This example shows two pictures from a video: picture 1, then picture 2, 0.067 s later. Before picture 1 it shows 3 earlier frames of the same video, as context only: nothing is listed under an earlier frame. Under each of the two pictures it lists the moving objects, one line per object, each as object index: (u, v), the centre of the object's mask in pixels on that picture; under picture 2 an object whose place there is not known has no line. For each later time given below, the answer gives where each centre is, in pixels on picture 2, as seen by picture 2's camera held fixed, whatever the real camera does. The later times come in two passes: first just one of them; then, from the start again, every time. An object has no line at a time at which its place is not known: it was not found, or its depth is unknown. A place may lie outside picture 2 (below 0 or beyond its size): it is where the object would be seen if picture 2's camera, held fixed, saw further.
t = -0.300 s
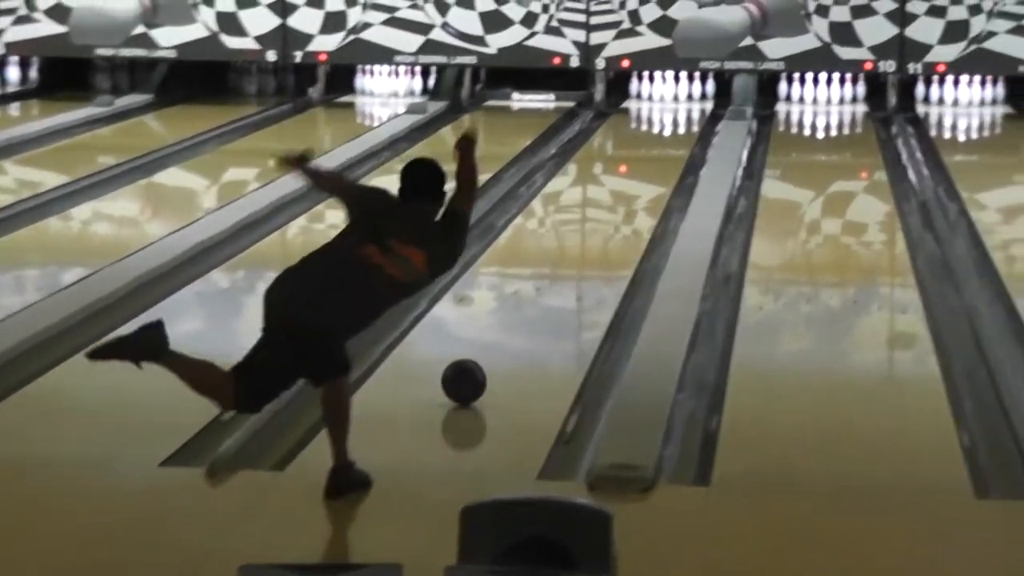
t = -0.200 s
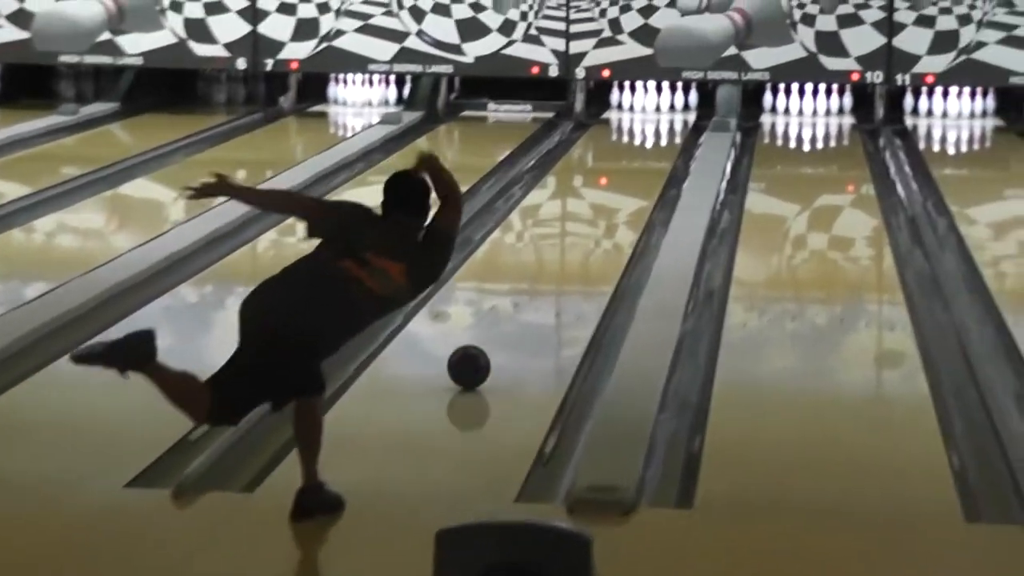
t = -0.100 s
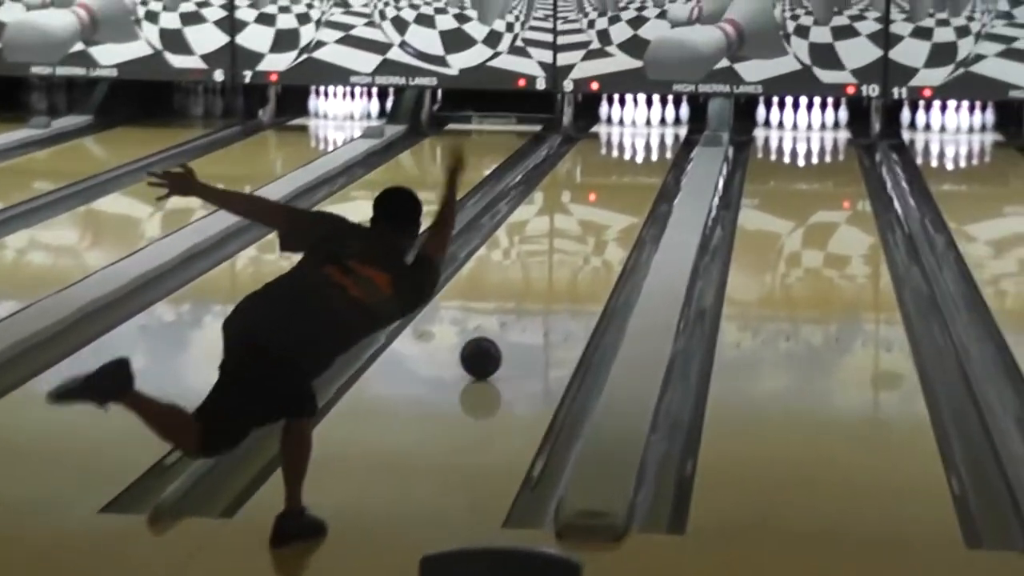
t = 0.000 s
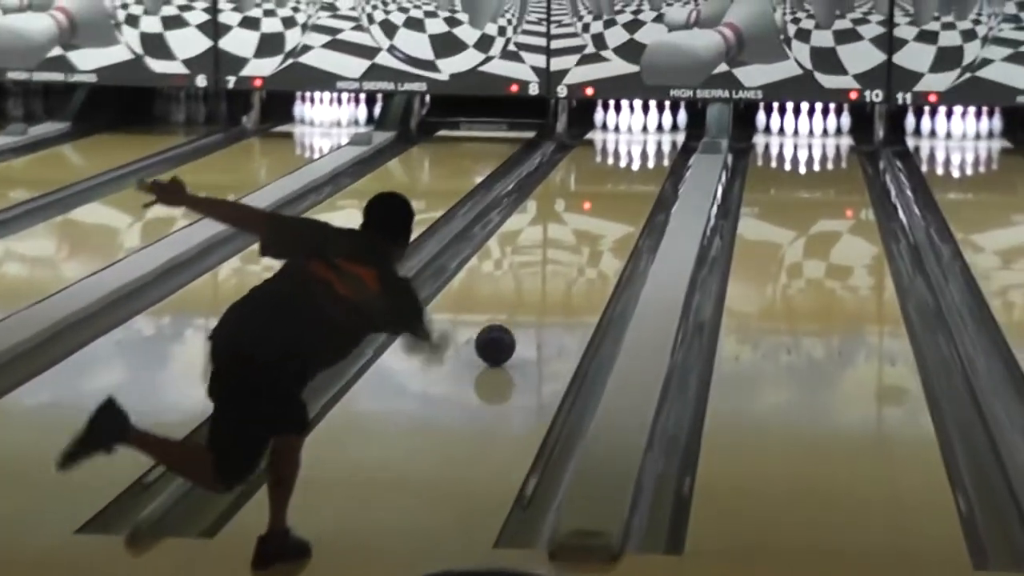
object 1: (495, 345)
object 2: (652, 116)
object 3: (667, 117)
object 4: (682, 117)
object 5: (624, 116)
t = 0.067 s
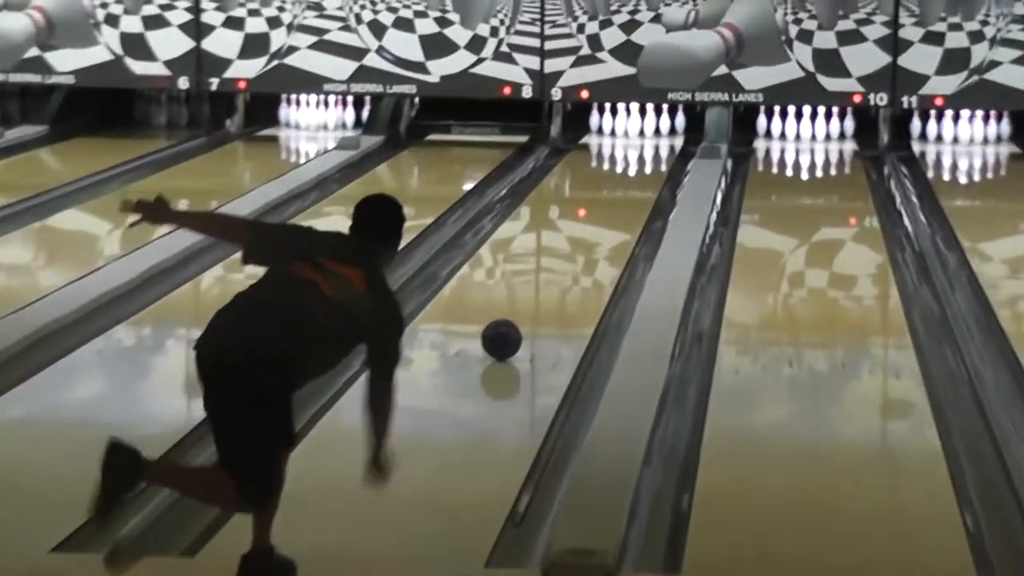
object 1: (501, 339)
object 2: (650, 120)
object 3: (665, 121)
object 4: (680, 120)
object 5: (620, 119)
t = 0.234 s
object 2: (648, 115)
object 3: (662, 124)
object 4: (678, 123)
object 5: (616, 123)
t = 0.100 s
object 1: (508, 331)
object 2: (651, 115)
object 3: (665, 122)
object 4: (680, 122)
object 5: (620, 121)
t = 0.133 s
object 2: (650, 115)
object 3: (664, 121)
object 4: (680, 121)
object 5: (619, 120)
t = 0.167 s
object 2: (650, 114)
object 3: (664, 123)
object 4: (679, 122)
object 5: (618, 122)
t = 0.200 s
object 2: (649, 114)
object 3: (663, 123)
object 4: (679, 122)
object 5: (617, 121)
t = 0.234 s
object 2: (648, 115)
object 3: (662, 124)
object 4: (678, 123)
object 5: (616, 123)
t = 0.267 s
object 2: (648, 116)
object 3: (661, 125)
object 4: (677, 124)
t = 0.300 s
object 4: (677, 125)
